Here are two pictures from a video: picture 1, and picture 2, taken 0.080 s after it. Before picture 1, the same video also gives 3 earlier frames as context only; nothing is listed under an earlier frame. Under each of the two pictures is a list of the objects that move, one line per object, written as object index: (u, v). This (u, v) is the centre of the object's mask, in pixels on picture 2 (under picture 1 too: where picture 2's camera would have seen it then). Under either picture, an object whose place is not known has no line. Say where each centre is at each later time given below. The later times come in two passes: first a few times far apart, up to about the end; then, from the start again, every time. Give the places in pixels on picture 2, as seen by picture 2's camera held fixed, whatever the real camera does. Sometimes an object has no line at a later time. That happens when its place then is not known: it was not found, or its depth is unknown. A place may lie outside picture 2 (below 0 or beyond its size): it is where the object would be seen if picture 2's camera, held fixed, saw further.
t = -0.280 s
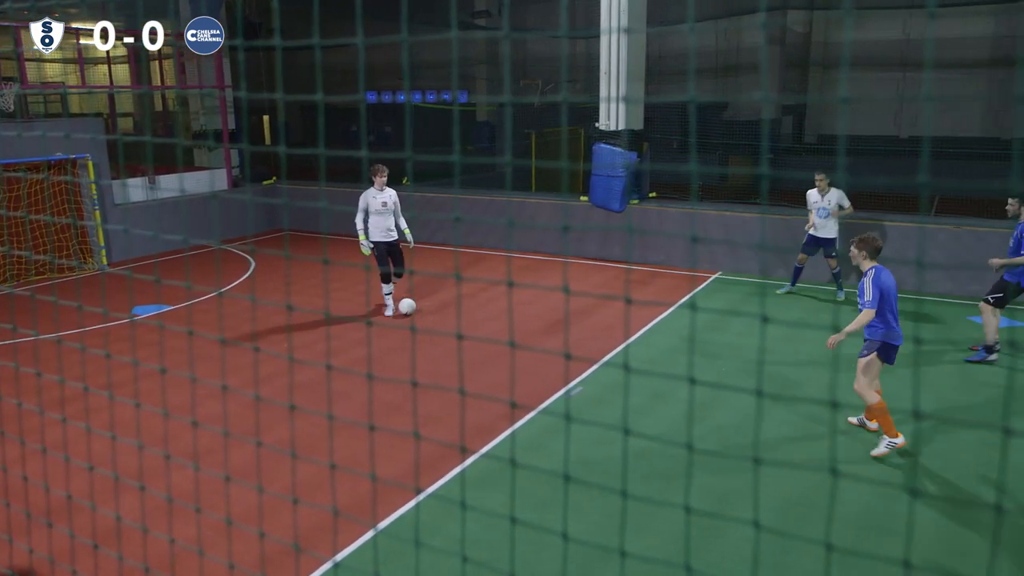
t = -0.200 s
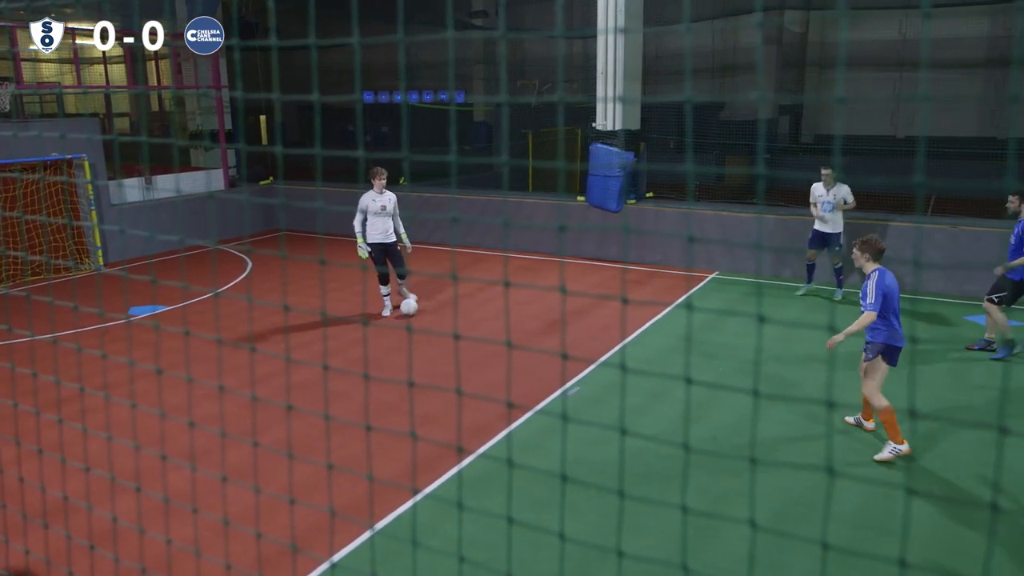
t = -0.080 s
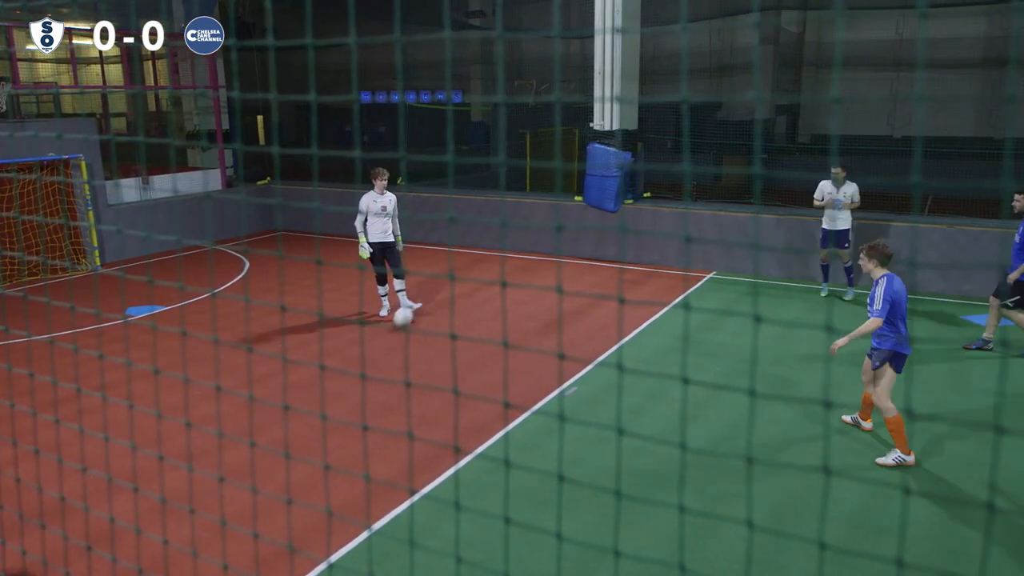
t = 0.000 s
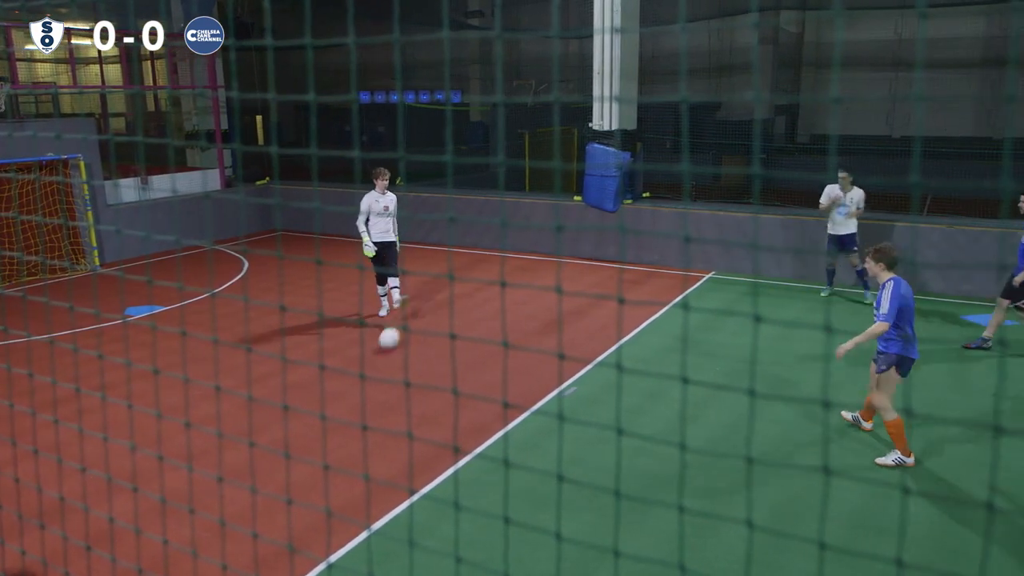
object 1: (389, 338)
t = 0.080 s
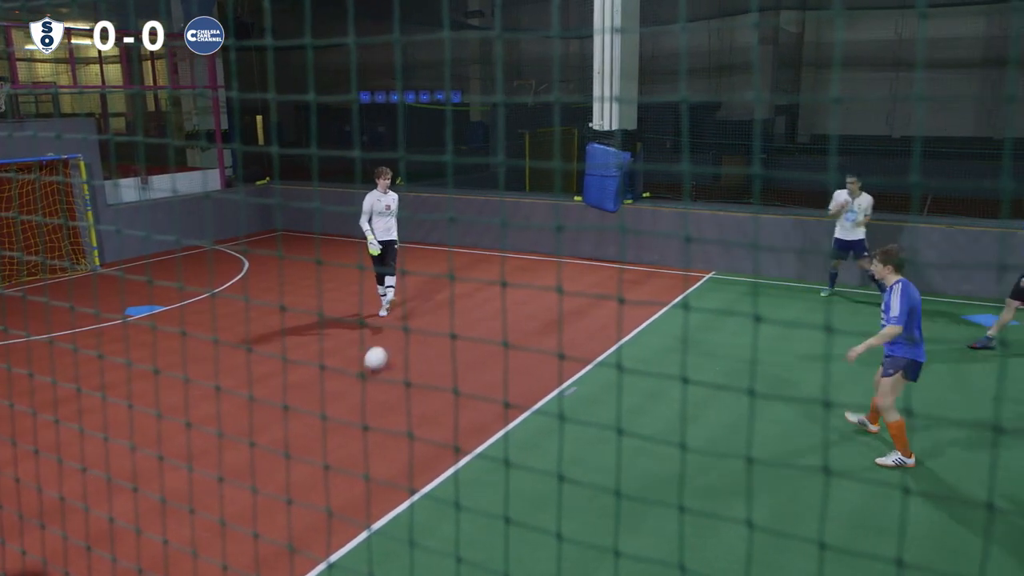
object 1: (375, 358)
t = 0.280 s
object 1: (331, 427)
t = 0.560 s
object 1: (234, 556)
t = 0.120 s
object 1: (368, 370)
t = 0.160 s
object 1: (360, 385)
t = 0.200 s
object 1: (351, 397)
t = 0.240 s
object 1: (341, 411)
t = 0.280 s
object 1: (331, 427)
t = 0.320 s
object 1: (319, 442)
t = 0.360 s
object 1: (308, 458)
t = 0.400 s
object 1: (295, 475)
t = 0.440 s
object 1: (281, 494)
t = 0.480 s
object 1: (266, 513)
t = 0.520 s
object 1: (250, 535)
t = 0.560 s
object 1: (234, 556)
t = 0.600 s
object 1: (216, 573)
